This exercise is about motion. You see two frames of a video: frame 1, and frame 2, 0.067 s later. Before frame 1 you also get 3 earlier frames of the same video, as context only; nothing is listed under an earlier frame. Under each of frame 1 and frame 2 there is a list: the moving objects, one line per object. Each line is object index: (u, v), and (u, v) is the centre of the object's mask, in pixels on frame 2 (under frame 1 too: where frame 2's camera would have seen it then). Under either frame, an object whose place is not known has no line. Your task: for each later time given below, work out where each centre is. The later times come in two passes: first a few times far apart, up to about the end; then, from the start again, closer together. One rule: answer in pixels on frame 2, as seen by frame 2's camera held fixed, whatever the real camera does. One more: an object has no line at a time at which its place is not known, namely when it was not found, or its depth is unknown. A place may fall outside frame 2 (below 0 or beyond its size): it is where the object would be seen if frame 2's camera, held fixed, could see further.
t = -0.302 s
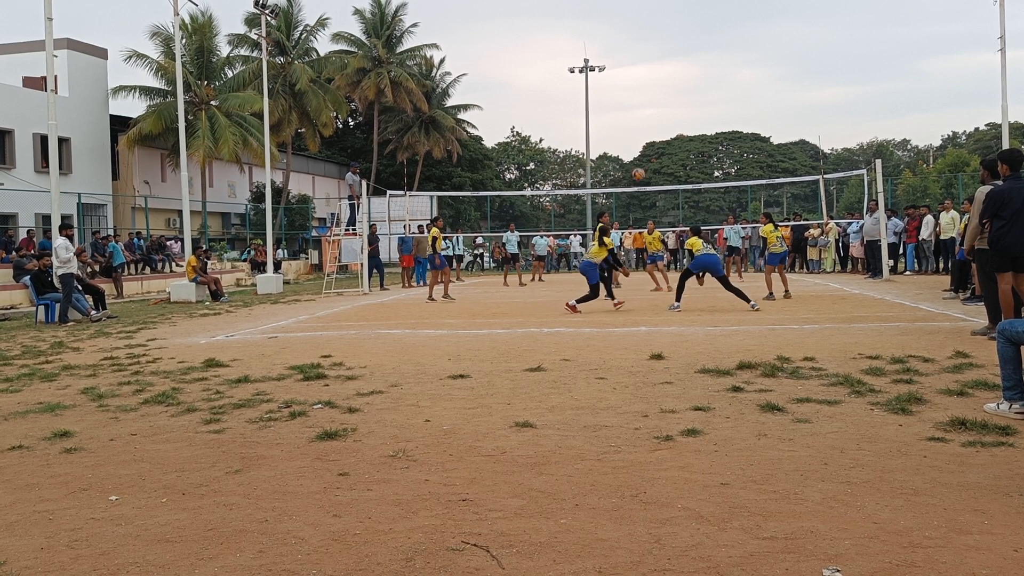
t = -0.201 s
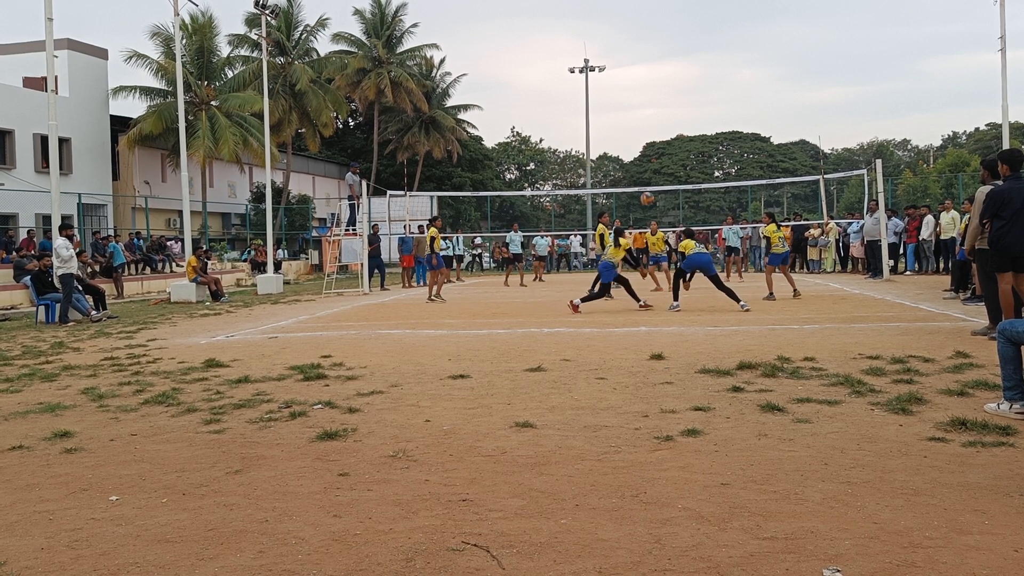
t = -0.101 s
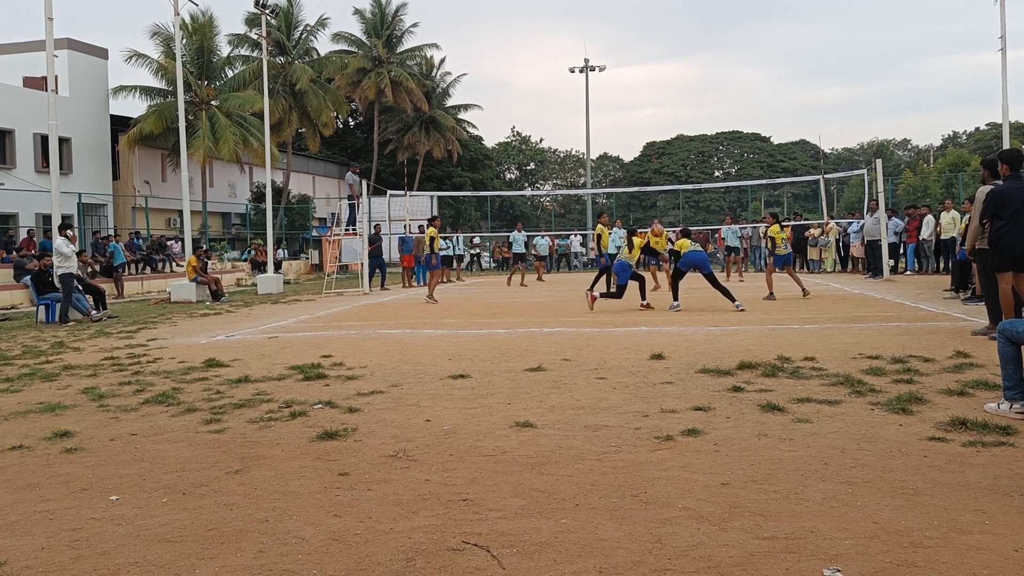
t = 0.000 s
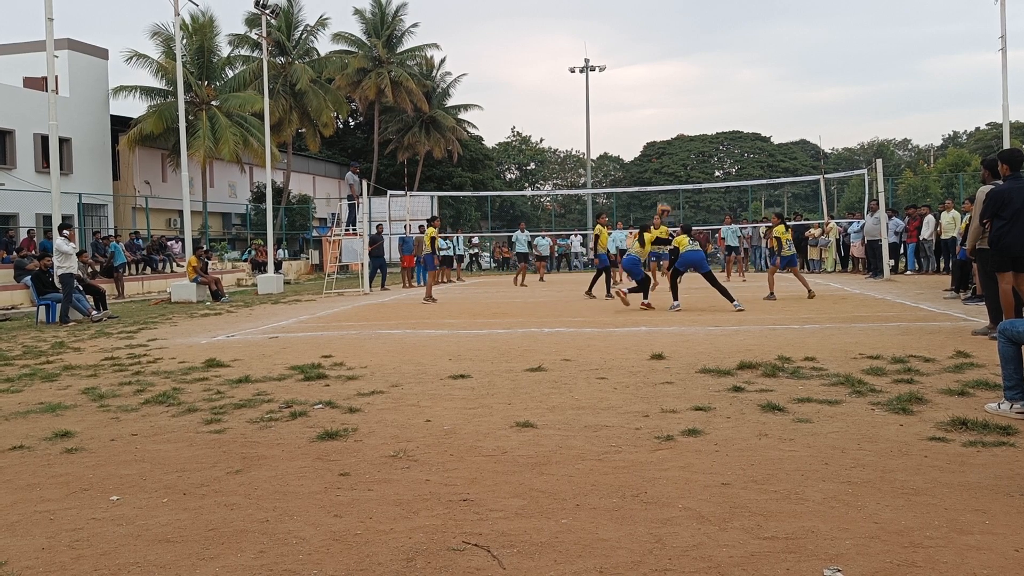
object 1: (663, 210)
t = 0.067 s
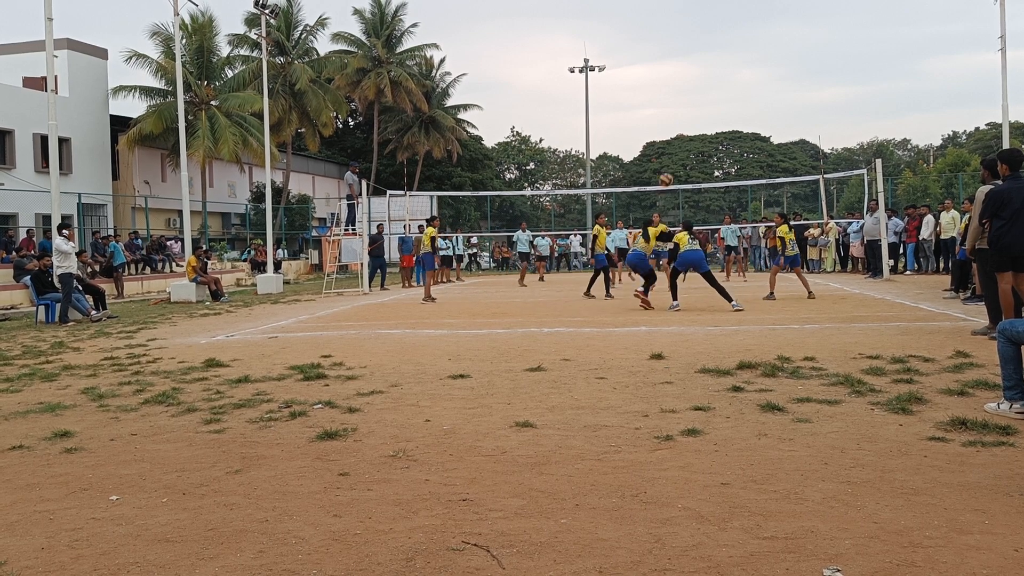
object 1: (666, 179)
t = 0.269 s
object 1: (673, 112)
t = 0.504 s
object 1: (681, 67)
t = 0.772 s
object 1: (687, 57)
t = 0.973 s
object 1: (691, 75)
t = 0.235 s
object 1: (672, 122)
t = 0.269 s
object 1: (673, 112)
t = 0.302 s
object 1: (674, 104)
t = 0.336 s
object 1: (675, 96)
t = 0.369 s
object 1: (676, 89)
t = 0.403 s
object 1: (678, 83)
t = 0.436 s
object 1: (679, 77)
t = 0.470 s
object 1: (680, 72)
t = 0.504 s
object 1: (681, 67)
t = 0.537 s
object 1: (681, 64)
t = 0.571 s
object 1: (682, 61)
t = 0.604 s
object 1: (683, 58)
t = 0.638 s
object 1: (684, 57)
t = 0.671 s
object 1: (684, 56)
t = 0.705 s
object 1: (685, 55)
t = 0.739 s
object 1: (686, 56)
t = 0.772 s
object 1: (687, 57)
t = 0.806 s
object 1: (687, 58)
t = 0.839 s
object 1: (688, 60)
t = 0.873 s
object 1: (689, 63)
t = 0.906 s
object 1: (690, 66)
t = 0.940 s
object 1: (690, 70)
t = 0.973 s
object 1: (691, 75)
